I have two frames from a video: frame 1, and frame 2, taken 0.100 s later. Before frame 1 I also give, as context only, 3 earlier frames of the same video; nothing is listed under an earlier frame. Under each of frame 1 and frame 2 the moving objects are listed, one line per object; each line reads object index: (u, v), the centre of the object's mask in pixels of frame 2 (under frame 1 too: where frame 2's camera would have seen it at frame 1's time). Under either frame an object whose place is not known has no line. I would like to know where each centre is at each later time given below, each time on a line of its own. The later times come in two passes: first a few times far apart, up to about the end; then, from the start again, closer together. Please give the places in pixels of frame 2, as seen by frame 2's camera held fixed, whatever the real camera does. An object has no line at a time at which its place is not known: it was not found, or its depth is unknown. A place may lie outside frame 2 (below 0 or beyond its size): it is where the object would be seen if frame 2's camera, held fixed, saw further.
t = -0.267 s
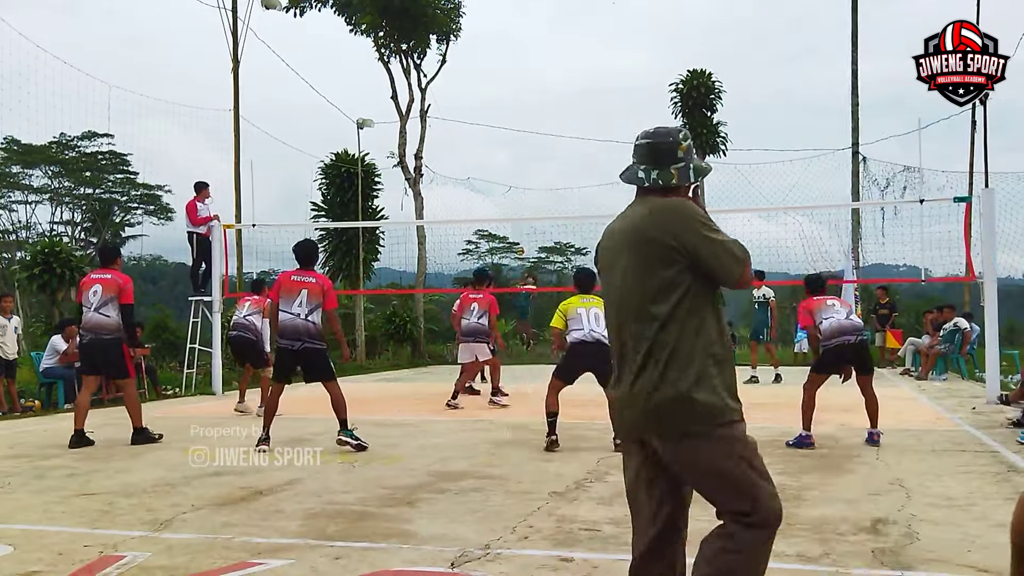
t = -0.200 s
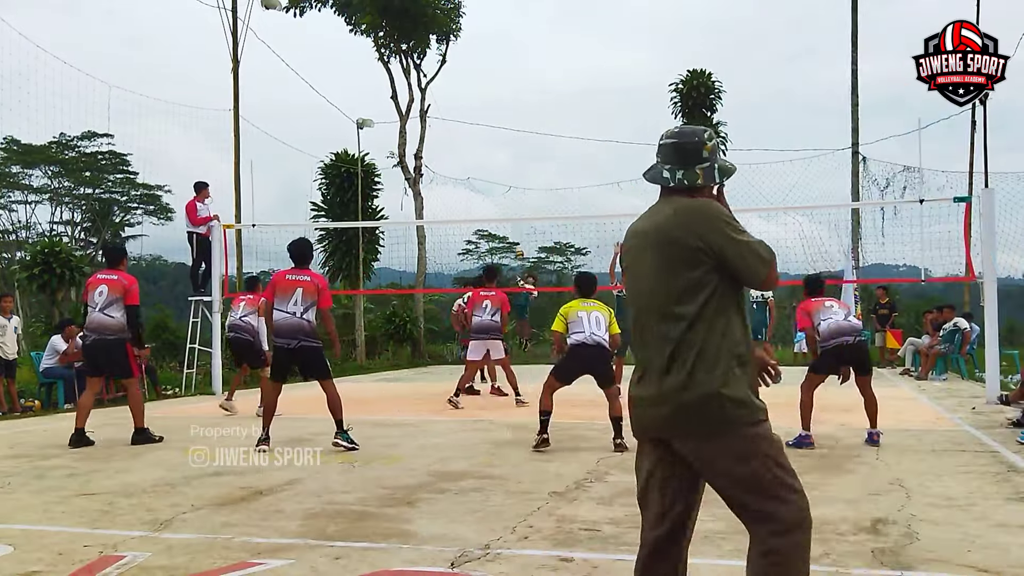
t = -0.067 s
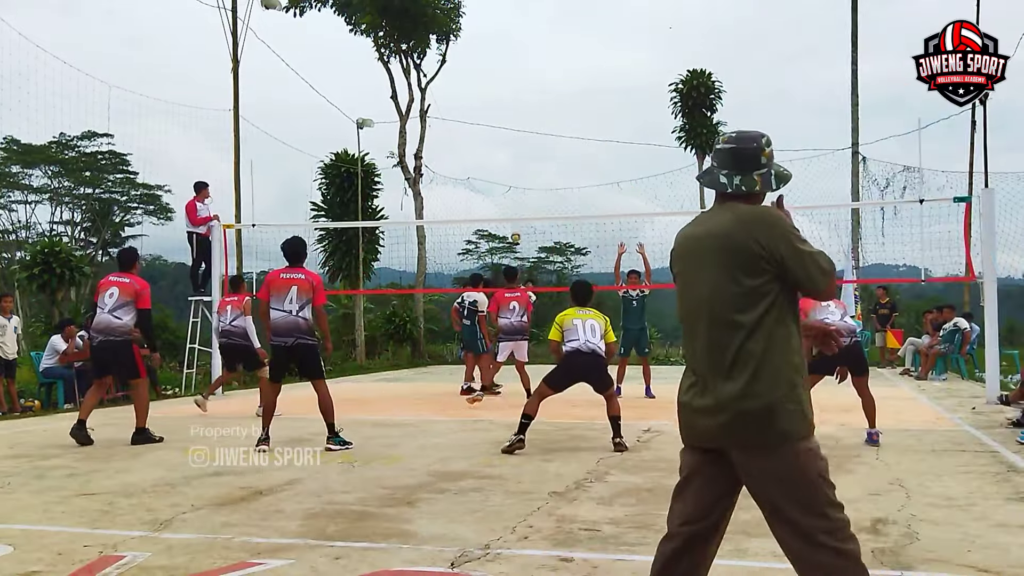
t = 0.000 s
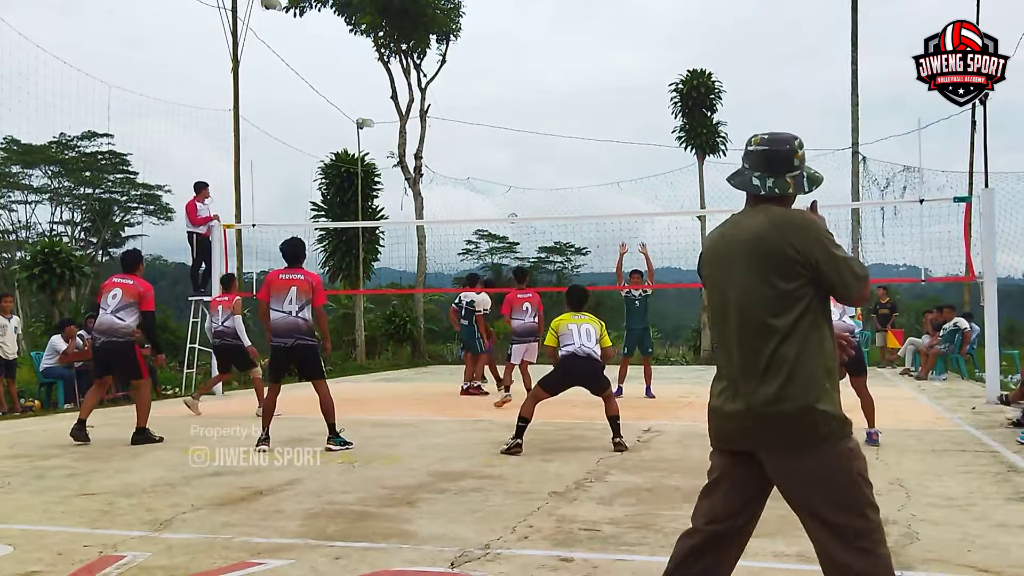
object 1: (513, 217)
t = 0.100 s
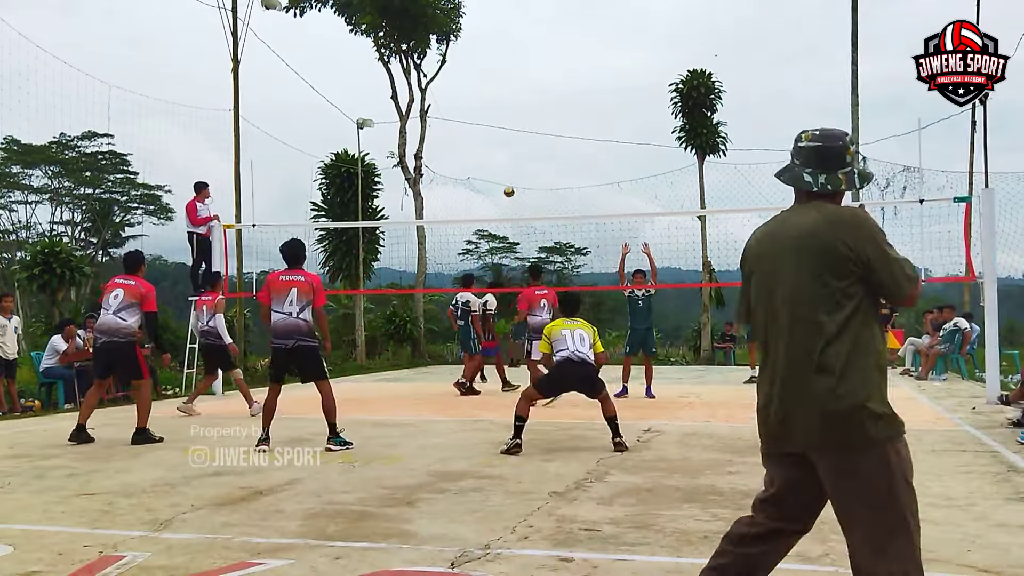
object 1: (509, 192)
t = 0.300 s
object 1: (499, 139)
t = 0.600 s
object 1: (482, 68)
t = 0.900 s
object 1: (453, 26)
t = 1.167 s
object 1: (407, 46)
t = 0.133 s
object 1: (507, 183)
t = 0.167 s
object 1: (506, 174)
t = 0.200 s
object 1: (504, 166)
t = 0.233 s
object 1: (503, 156)
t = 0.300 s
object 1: (499, 139)
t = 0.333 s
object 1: (497, 130)
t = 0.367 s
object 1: (496, 122)
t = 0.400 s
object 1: (494, 113)
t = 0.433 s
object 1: (492, 106)
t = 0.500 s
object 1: (488, 90)
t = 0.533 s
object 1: (486, 82)
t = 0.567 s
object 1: (484, 75)
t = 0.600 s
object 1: (482, 68)
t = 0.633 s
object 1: (480, 61)
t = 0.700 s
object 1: (475, 50)
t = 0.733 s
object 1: (472, 44)
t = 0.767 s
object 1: (468, 39)
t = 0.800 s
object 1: (465, 36)
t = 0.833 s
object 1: (461, 32)
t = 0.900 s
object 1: (453, 26)
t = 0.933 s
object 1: (448, 25)
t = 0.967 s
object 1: (444, 23)
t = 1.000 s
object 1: (439, 24)
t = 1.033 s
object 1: (433, 25)
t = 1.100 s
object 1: (421, 31)
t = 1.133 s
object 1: (414, 38)
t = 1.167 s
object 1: (407, 46)
